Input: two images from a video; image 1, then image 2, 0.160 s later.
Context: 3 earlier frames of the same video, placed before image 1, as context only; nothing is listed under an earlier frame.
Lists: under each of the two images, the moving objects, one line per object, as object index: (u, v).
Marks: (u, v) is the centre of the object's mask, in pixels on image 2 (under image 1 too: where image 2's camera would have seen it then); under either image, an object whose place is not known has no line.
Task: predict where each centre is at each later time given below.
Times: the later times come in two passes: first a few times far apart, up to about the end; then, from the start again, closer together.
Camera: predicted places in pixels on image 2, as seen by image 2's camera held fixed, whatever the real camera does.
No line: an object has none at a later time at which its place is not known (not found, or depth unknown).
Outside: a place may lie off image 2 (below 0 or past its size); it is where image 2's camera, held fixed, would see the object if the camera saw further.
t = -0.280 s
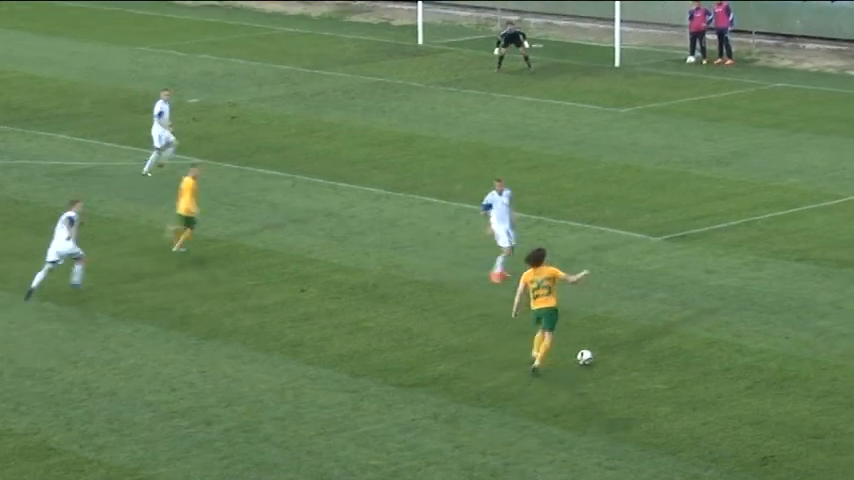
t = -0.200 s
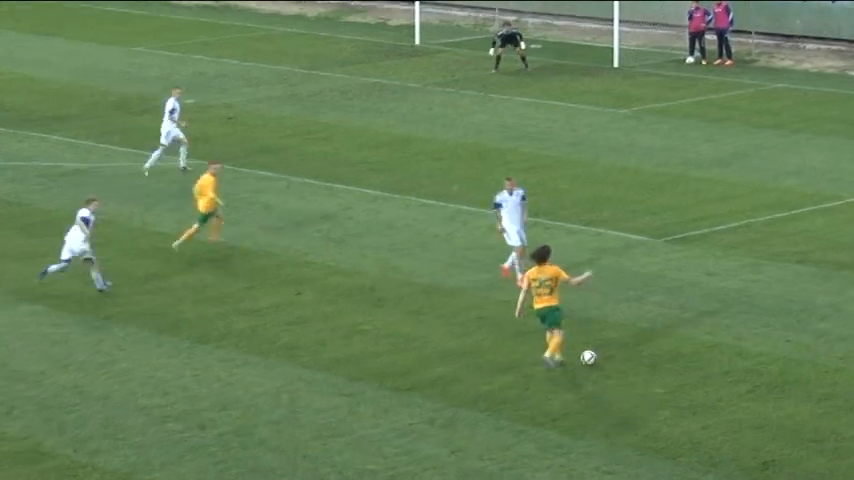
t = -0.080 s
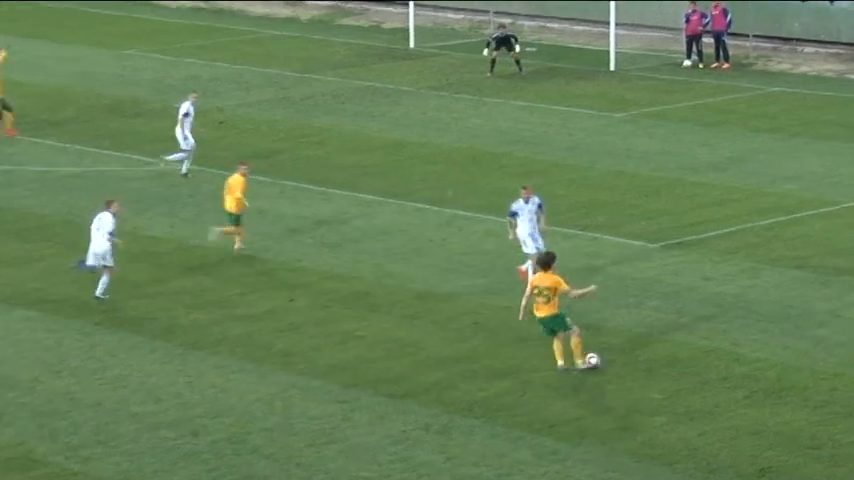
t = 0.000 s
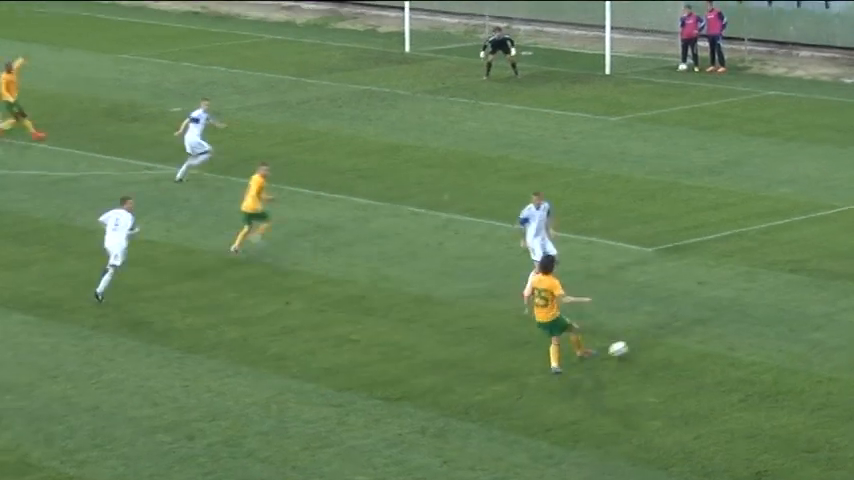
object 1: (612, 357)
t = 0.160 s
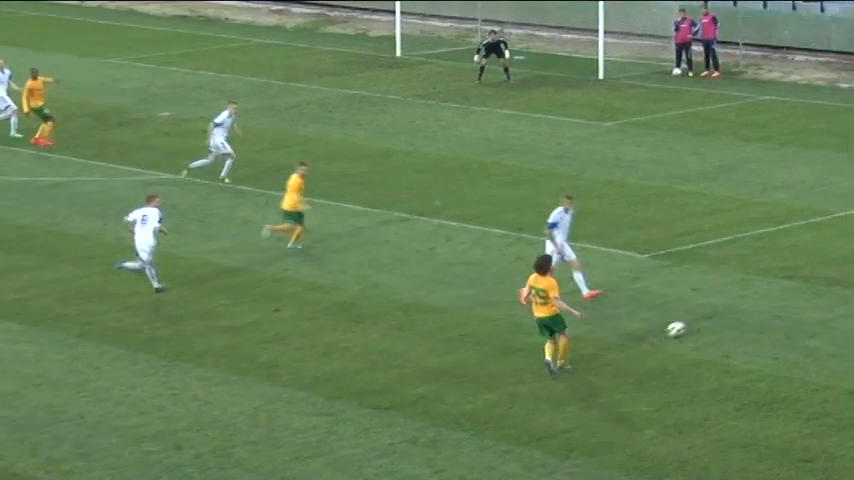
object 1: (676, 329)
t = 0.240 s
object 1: (702, 317)
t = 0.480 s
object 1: (772, 287)
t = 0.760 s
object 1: (832, 259)
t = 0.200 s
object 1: (689, 323)
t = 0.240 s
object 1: (702, 317)
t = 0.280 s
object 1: (716, 312)
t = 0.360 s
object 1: (740, 301)
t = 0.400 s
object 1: (750, 295)
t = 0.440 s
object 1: (761, 291)
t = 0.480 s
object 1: (772, 287)
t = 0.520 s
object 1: (781, 282)
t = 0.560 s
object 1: (791, 277)
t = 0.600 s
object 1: (799, 273)
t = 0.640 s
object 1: (808, 269)
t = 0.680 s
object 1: (816, 266)
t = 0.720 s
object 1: (824, 263)
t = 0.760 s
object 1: (832, 259)
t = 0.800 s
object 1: (840, 256)
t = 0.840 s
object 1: (847, 253)
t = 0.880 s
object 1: (854, 250)
